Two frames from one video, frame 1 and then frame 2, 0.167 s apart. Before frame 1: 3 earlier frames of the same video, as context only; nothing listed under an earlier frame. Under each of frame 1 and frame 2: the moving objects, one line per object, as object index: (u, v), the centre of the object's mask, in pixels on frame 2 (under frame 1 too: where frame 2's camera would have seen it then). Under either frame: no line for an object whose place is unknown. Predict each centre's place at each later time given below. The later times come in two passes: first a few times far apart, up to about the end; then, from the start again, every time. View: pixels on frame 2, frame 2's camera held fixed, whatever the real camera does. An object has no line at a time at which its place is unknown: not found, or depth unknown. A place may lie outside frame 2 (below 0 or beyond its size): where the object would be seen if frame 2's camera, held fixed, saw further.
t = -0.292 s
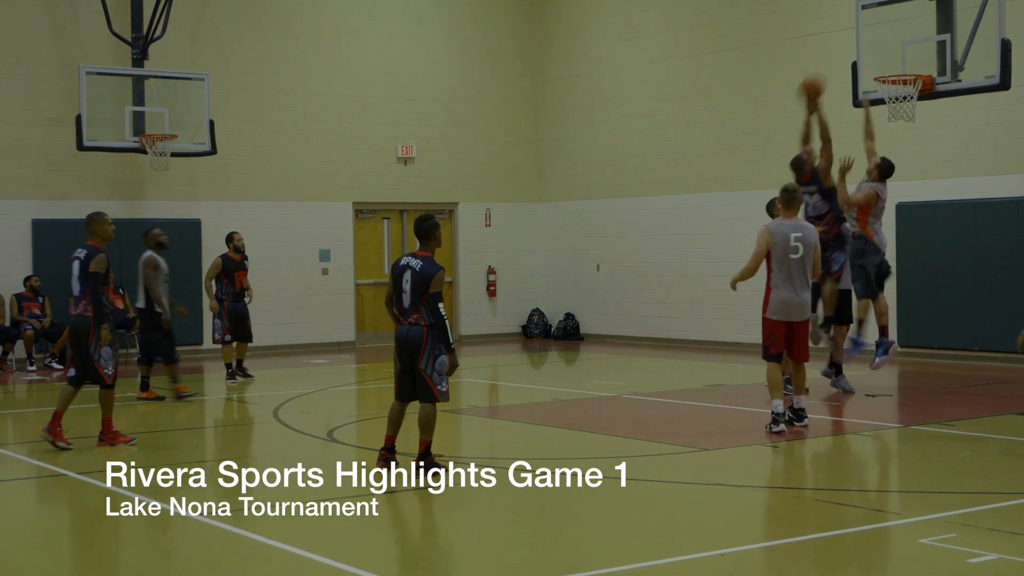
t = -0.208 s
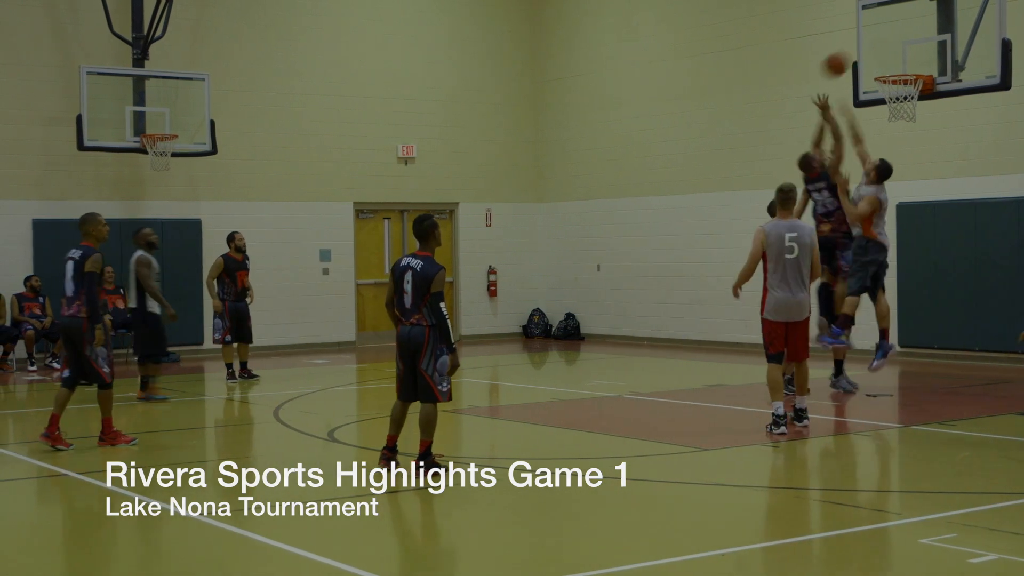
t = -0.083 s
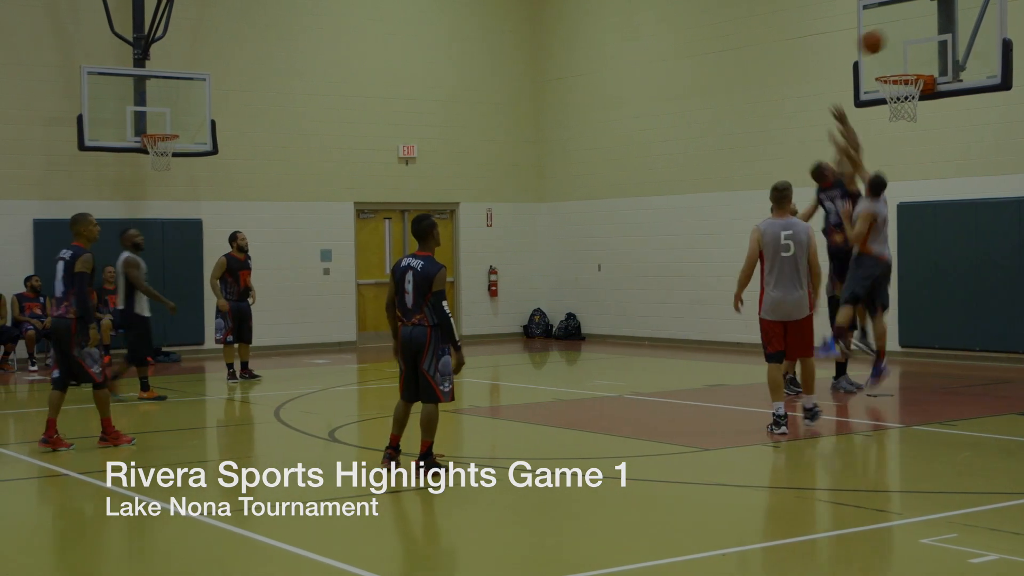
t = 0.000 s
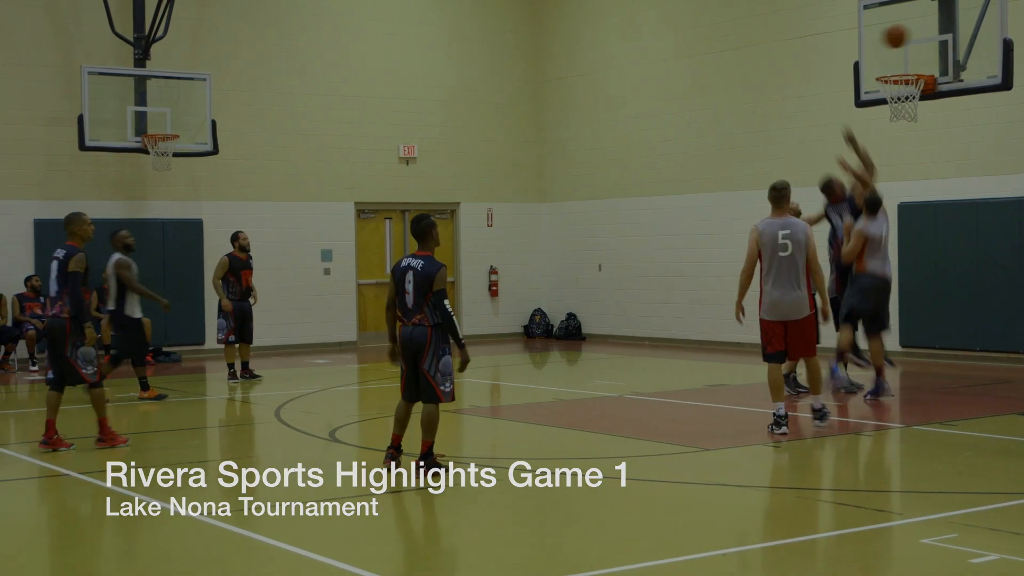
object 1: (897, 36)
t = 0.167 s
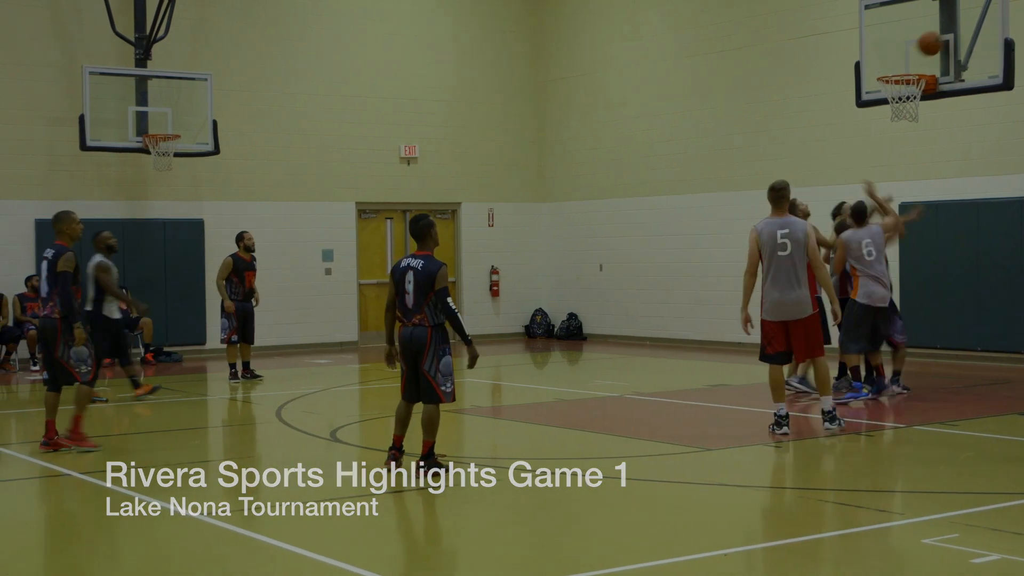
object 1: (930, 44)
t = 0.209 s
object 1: (923, 48)
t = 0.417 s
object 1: (891, 48)
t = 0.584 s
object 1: (868, 48)
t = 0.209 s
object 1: (923, 48)
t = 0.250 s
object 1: (916, 54)
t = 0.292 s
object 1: (910, 61)
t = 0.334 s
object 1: (903, 58)
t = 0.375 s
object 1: (897, 52)
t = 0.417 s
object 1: (891, 48)
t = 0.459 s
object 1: (885, 45)
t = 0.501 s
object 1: (879, 45)
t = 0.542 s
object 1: (873, 46)
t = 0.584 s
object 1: (868, 48)
